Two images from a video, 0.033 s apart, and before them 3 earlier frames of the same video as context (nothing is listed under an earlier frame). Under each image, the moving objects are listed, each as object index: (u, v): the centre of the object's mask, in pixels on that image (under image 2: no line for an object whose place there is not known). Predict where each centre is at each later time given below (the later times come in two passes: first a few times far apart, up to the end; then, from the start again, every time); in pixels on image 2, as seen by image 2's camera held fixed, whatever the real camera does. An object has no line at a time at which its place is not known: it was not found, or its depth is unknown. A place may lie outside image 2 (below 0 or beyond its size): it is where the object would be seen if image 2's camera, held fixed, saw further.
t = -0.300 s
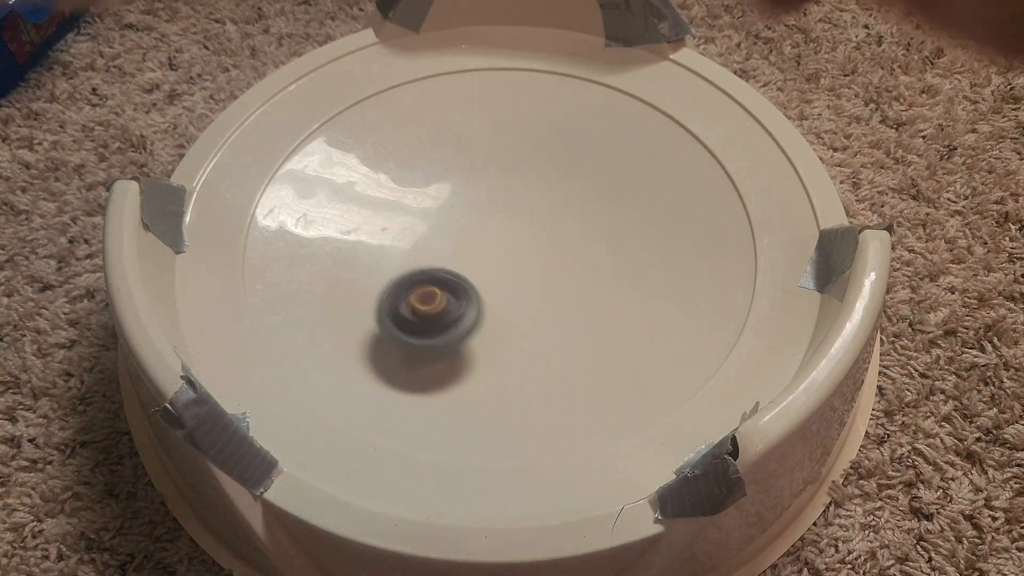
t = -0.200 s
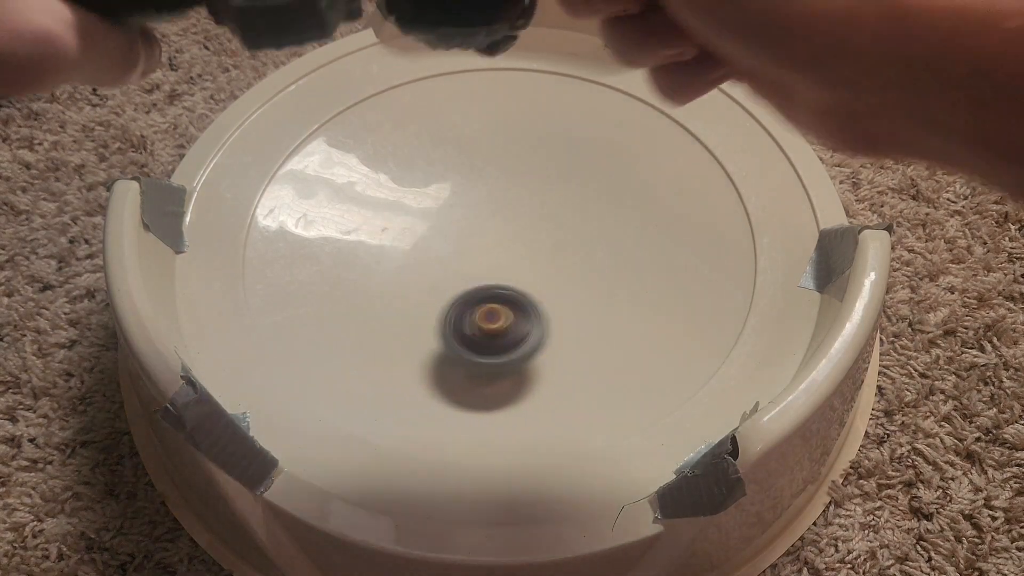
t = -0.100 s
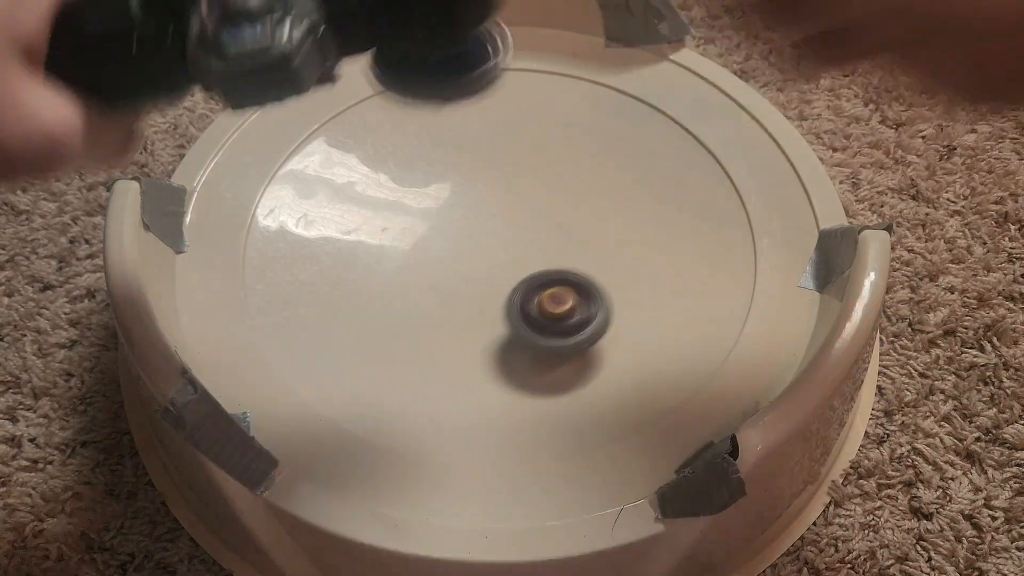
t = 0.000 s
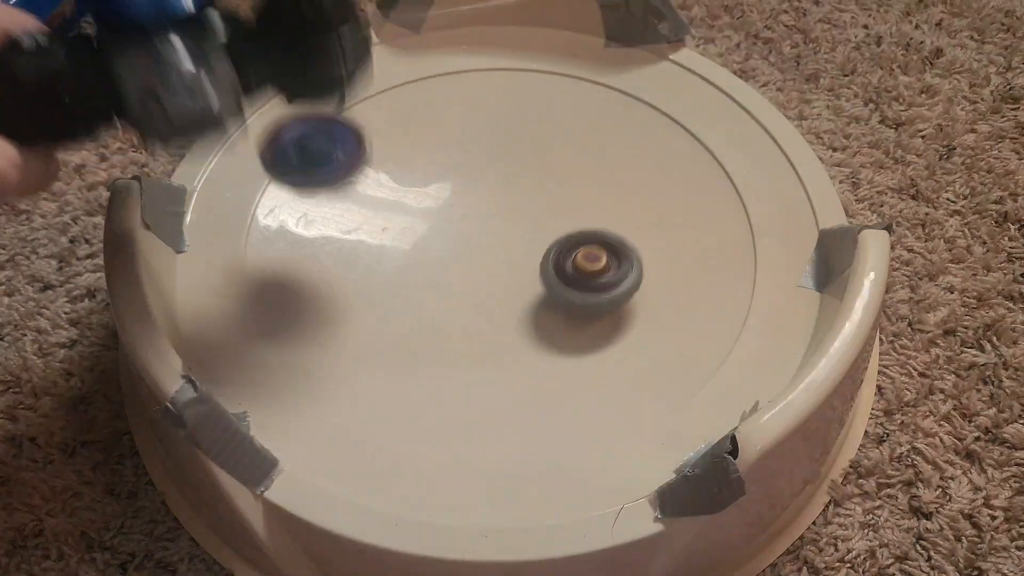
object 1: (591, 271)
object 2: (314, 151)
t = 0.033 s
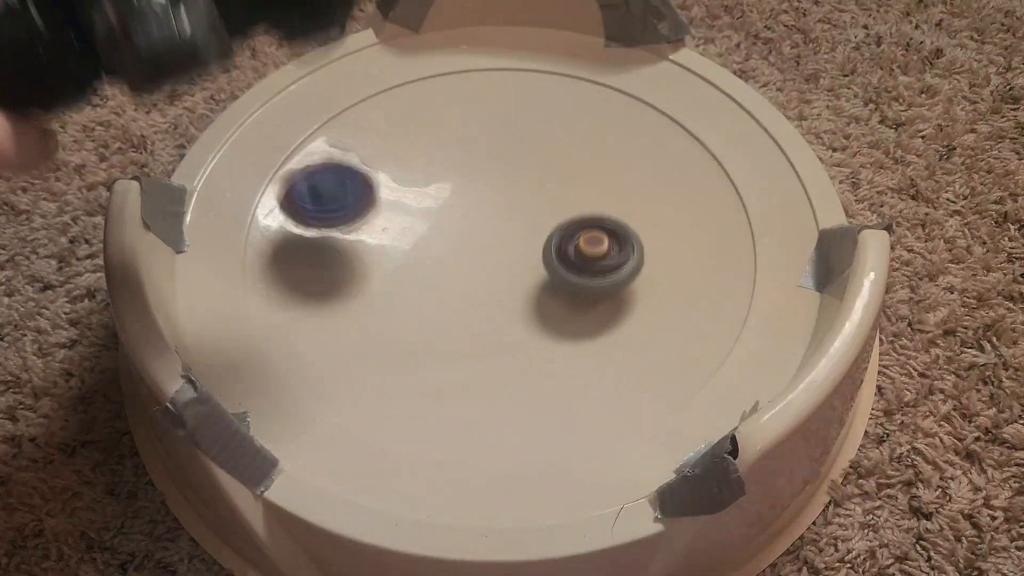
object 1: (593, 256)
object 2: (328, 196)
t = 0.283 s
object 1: (500, 181)
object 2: (542, 272)
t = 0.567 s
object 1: (399, 253)
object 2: (359, 65)
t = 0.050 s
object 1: (592, 249)
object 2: (334, 220)
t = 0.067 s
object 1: (591, 241)
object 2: (340, 220)
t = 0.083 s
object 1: (588, 232)
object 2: (348, 221)
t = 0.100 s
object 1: (585, 225)
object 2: (356, 226)
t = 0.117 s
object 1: (581, 218)
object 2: (365, 231)
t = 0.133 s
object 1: (576, 212)
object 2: (376, 246)
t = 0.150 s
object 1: (570, 207)
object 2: (390, 255)
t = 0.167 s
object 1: (563, 201)
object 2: (407, 263)
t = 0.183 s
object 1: (556, 196)
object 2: (424, 275)
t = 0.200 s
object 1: (547, 192)
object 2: (442, 282)
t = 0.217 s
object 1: (539, 188)
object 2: (462, 285)
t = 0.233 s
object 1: (530, 186)
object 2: (483, 285)
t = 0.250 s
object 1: (520, 183)
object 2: (502, 284)
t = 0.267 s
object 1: (510, 182)
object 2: (522, 280)
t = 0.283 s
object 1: (500, 181)
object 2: (542, 272)
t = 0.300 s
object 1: (490, 181)
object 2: (559, 260)
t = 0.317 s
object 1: (481, 182)
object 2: (575, 243)
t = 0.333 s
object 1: (471, 183)
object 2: (585, 228)
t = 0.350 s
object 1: (462, 185)
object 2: (593, 209)
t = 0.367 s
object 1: (453, 187)
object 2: (596, 189)
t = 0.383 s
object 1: (444, 190)
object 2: (595, 168)
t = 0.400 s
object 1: (436, 194)
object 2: (590, 146)
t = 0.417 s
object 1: (429, 198)
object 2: (580, 127)
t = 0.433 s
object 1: (422, 203)
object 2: (568, 107)
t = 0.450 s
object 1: (416, 208)
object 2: (552, 87)
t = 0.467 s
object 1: (411, 215)
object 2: (531, 69)
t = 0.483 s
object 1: (406, 221)
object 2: (504, 52)
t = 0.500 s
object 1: (402, 227)
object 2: (474, 42)
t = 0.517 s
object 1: (400, 234)
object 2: (446, 39)
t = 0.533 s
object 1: (399, 240)
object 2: (416, 40)
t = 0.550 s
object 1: (398, 247)
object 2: (389, 46)
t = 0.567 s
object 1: (399, 253)
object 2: (359, 65)
